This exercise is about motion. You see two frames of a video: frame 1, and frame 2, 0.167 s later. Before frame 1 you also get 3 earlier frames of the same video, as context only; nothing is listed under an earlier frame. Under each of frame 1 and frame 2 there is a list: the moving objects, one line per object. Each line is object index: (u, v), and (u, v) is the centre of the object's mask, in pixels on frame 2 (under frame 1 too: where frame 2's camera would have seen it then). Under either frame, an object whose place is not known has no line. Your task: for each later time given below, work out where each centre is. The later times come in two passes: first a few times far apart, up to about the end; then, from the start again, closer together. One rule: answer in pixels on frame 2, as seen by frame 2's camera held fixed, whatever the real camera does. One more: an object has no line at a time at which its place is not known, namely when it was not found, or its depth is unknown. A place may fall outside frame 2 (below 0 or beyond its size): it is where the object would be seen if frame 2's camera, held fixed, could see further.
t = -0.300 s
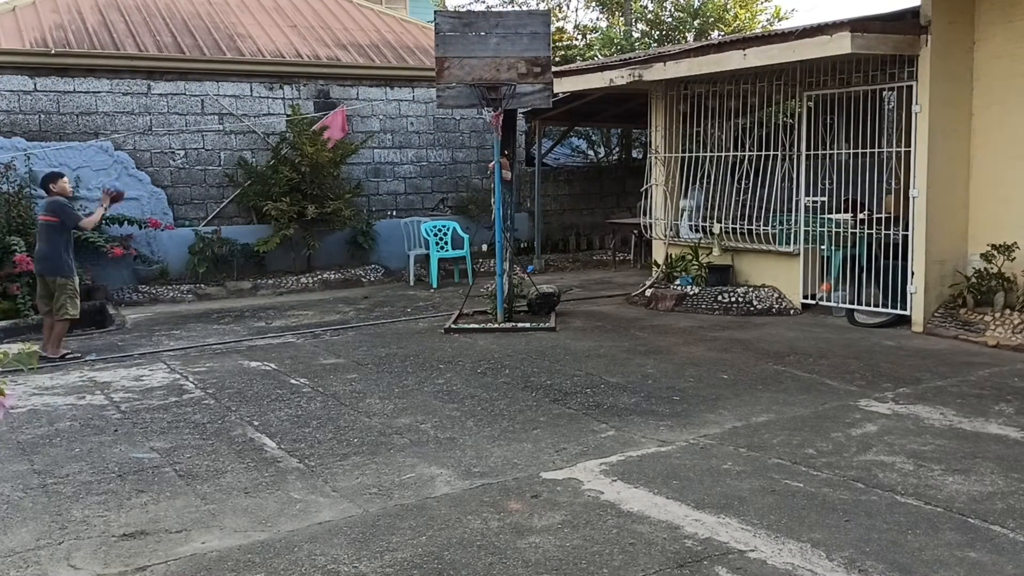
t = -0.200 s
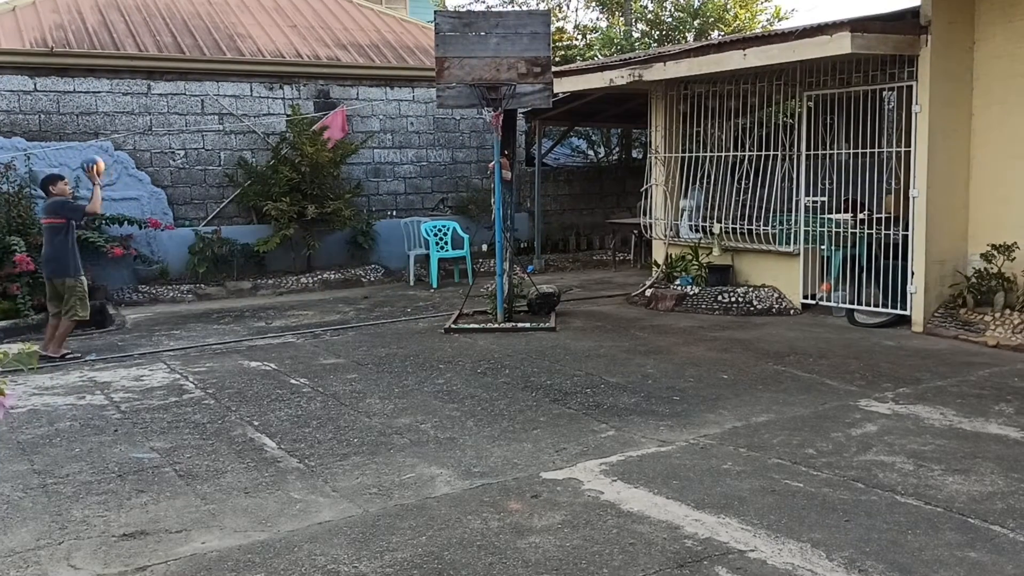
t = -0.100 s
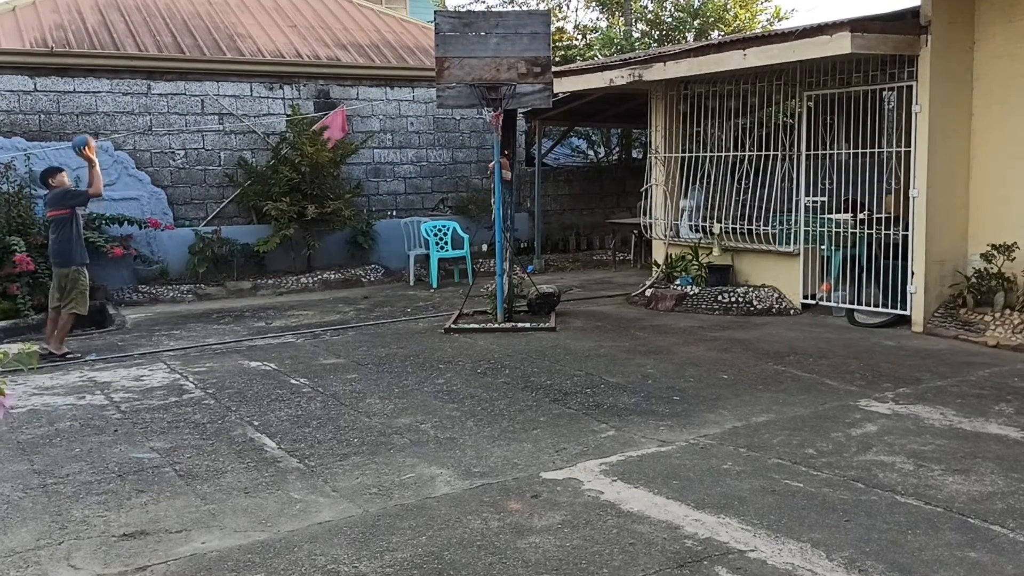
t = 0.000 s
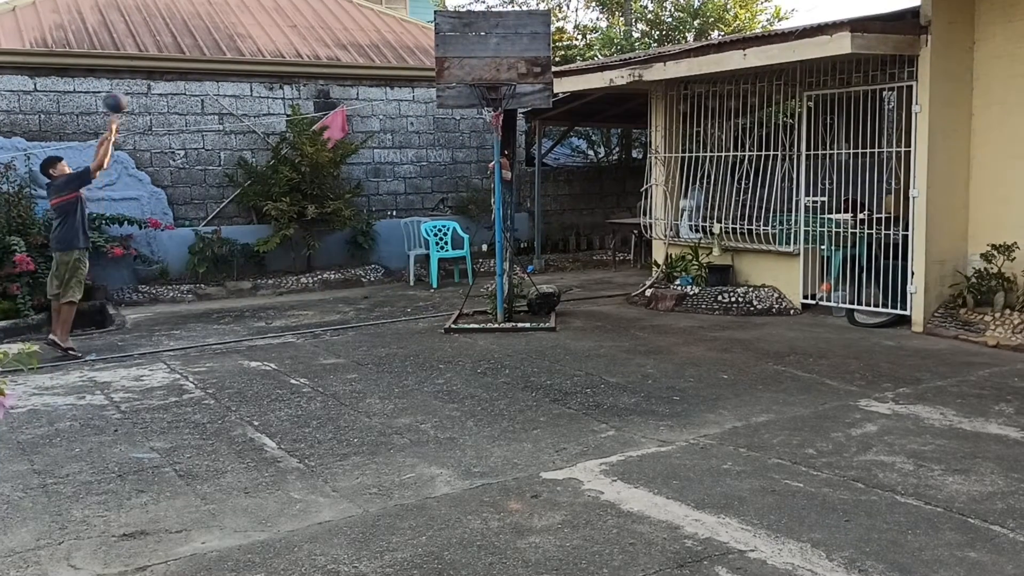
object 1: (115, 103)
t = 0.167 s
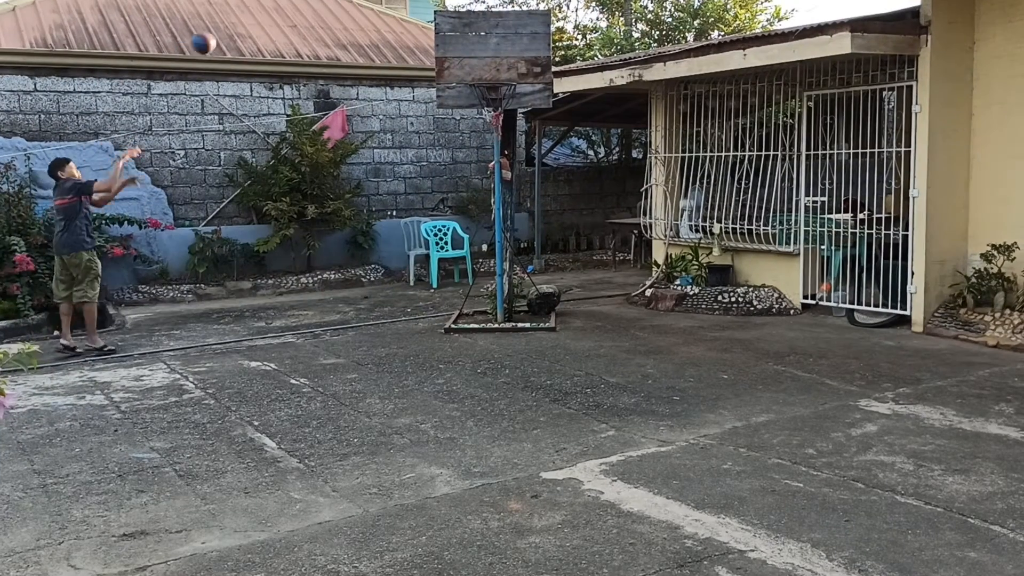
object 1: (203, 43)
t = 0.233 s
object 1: (239, 29)
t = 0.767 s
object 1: (512, 102)
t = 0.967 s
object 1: (512, 99)
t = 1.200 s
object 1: (500, 101)
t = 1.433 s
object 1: (507, 108)
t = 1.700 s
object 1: (493, 138)
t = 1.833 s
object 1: (486, 187)
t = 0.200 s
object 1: (221, 36)
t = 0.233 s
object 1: (239, 29)
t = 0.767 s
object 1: (512, 102)
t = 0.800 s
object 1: (516, 101)
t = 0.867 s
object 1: (517, 97)
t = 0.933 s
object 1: (511, 99)
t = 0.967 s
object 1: (512, 99)
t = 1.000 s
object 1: (510, 100)
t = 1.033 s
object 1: (506, 101)
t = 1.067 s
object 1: (503, 102)
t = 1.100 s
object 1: (501, 101)
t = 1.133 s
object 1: (500, 101)
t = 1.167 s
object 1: (500, 101)
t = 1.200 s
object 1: (500, 101)
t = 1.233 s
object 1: (500, 102)
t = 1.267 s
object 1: (500, 103)
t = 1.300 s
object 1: (502, 104)
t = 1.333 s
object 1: (503, 105)
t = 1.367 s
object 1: (505, 107)
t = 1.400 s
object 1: (506, 109)
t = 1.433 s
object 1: (507, 108)
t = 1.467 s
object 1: (507, 109)
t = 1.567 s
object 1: (502, 124)
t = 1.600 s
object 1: (500, 125)
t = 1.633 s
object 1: (497, 130)
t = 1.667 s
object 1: (496, 134)
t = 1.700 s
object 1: (493, 138)
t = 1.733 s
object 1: (492, 154)
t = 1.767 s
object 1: (490, 163)
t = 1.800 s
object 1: (488, 175)
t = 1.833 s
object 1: (486, 187)
